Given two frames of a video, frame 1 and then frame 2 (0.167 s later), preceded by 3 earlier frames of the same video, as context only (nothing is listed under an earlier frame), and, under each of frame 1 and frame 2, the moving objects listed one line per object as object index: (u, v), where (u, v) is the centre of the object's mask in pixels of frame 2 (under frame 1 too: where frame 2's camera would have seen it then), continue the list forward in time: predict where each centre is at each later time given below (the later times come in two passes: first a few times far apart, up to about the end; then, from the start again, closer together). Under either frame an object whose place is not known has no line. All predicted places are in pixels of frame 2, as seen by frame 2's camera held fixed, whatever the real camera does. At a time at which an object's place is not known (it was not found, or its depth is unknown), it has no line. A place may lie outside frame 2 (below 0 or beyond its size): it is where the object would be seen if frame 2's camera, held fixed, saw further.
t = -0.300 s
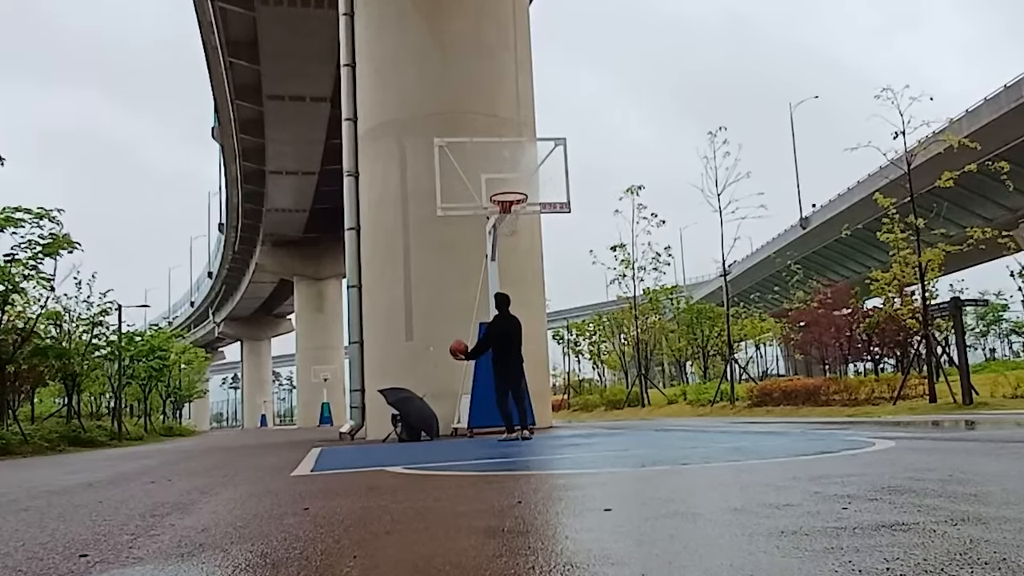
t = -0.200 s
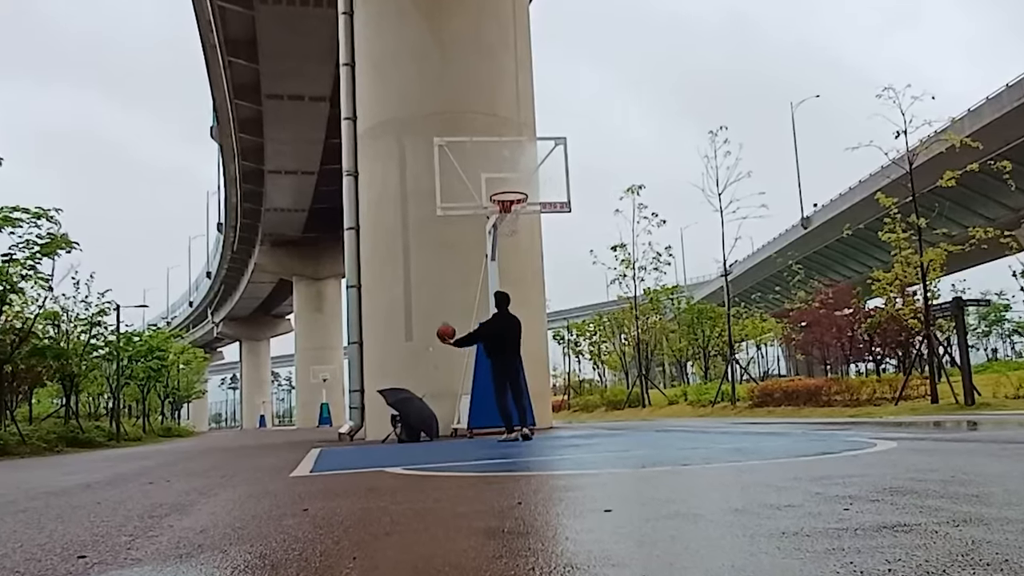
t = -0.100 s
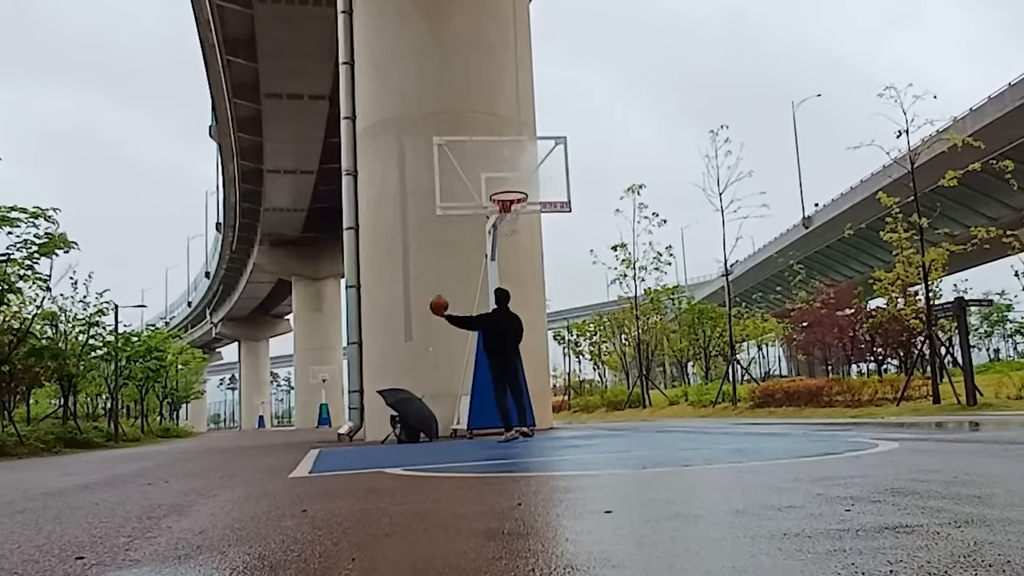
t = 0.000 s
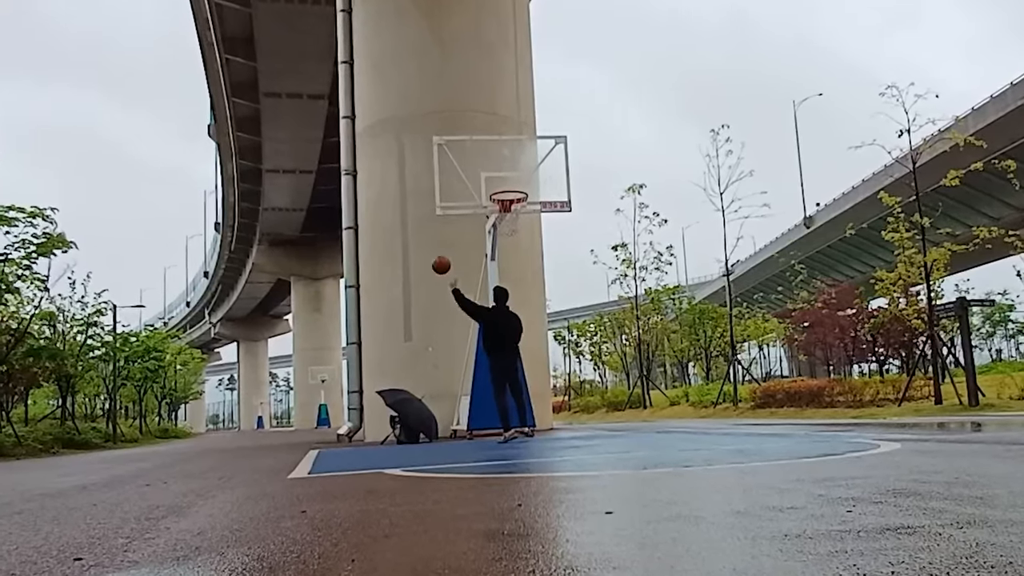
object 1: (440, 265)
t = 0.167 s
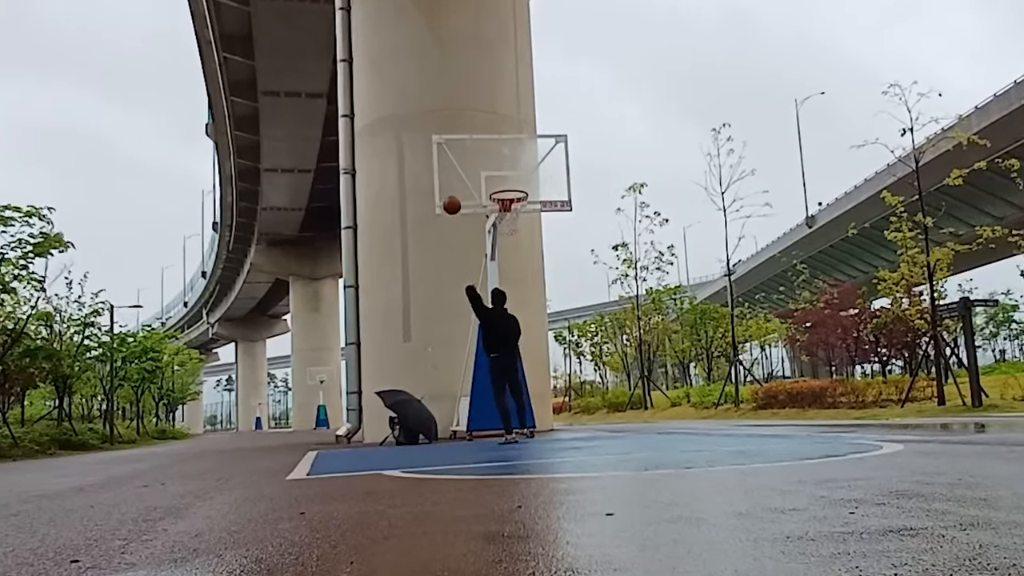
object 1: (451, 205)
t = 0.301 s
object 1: (460, 174)
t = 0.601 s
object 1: (481, 153)
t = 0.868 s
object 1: (503, 185)
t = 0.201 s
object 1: (454, 196)
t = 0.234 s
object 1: (456, 188)
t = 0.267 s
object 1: (458, 180)
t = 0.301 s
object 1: (460, 174)
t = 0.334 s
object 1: (463, 168)
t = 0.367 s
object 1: (465, 163)
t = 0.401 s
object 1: (467, 159)
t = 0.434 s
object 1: (469, 156)
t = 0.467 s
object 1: (471, 154)
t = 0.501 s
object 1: (473, 152)
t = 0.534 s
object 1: (476, 152)
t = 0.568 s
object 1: (478, 152)
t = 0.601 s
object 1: (481, 153)
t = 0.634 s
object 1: (483, 155)
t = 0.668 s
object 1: (486, 158)
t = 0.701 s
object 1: (489, 162)
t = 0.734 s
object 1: (491, 166)
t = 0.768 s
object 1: (494, 171)
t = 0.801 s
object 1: (497, 177)
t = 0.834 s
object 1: (500, 184)
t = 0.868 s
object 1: (503, 185)
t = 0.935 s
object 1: (513, 208)
